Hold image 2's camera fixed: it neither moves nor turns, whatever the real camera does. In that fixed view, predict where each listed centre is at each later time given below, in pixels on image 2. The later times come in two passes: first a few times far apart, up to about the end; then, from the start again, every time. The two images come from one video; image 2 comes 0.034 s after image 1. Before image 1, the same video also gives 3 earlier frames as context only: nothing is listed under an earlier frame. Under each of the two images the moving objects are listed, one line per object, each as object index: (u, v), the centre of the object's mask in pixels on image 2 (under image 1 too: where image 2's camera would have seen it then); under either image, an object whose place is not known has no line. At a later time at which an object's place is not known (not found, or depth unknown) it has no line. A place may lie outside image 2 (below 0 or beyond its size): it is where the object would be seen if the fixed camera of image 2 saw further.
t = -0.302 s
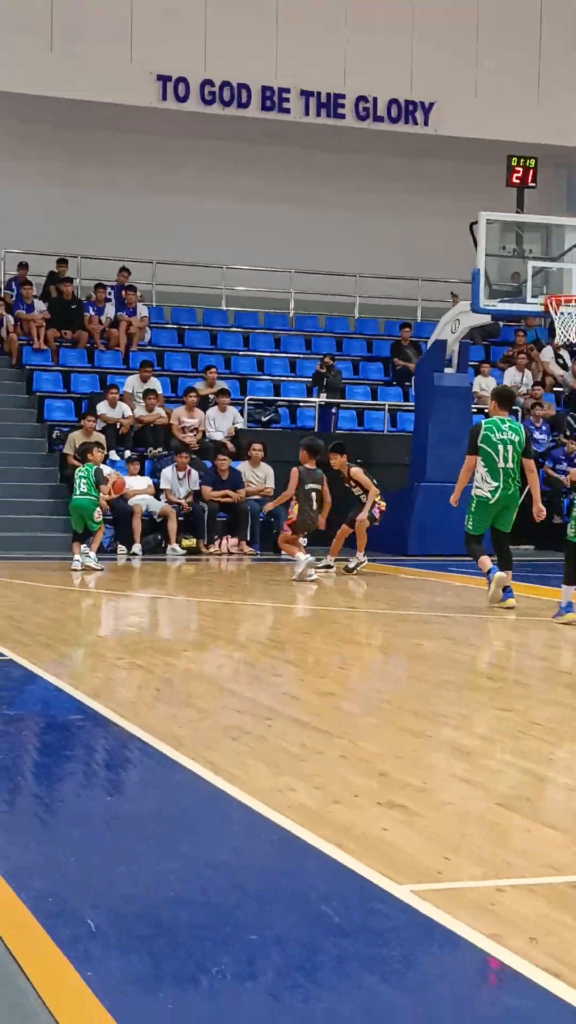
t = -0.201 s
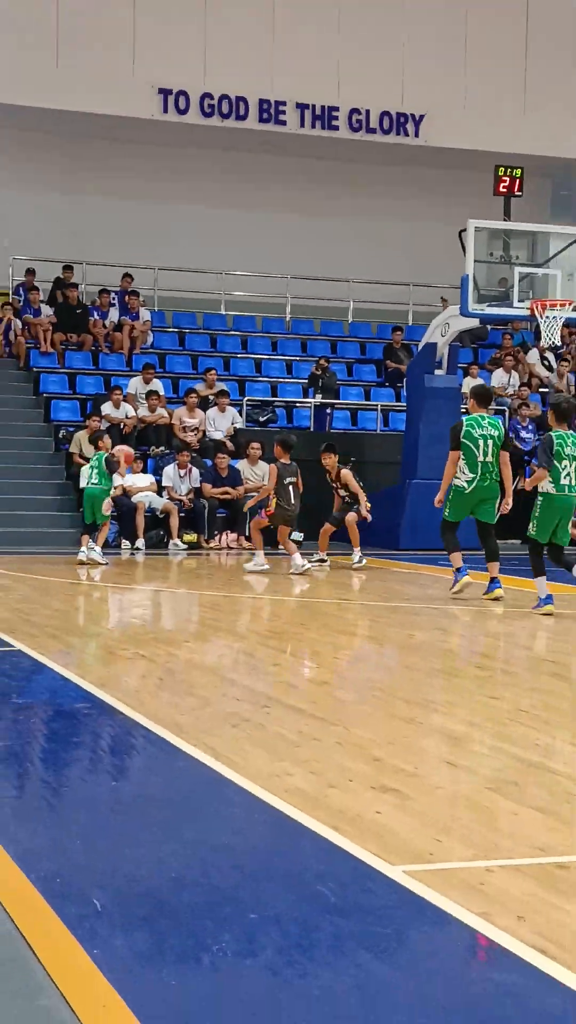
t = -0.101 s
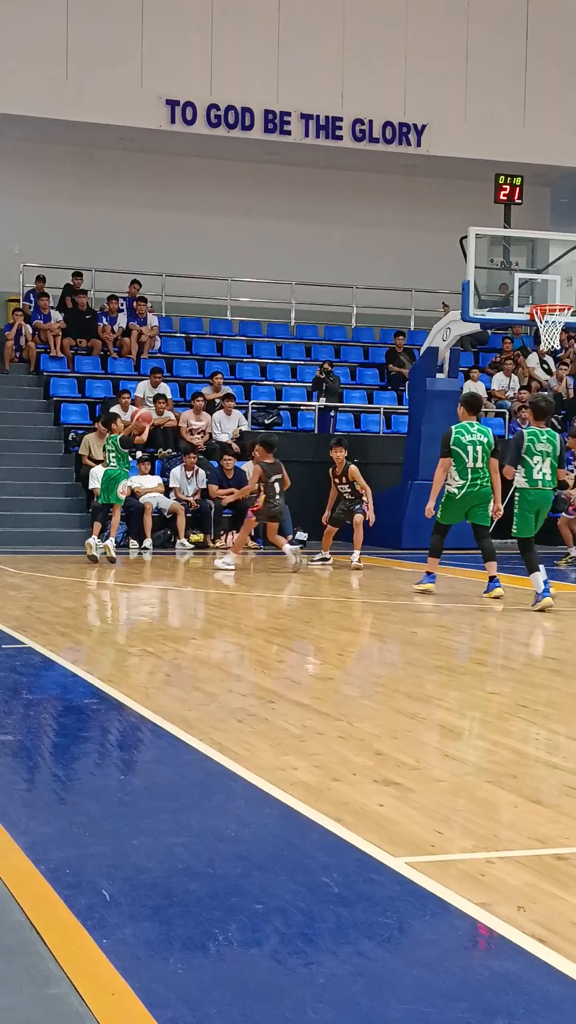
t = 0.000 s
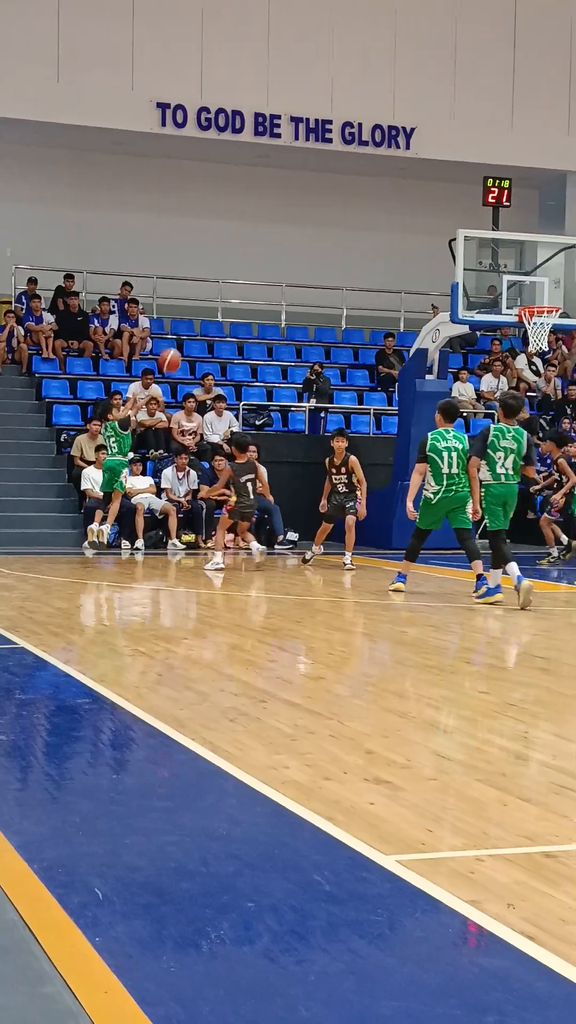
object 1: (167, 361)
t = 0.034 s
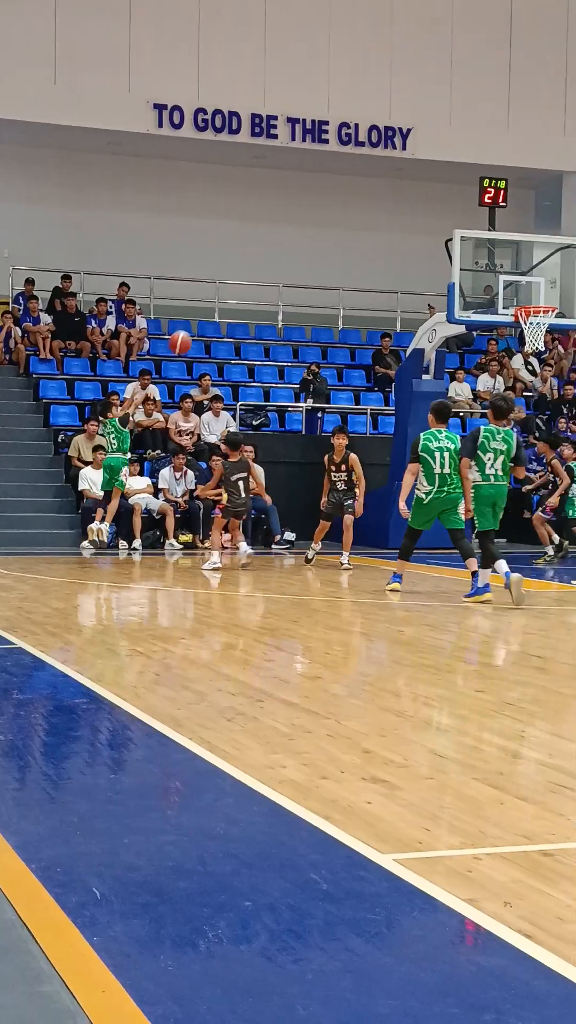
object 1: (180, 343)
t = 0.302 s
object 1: (280, 235)
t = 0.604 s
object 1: (383, 193)
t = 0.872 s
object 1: (467, 221)
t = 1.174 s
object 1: (539, 294)
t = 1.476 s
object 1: (504, 254)
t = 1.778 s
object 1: (465, 288)
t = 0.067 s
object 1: (192, 325)
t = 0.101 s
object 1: (205, 309)
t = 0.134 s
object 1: (219, 295)
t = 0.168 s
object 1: (230, 280)
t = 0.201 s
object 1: (243, 268)
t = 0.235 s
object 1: (255, 255)
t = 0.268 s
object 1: (267, 244)
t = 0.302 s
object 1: (280, 235)
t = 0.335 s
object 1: (292, 226)
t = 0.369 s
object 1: (303, 219)
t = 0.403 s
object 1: (315, 213)
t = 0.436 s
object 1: (326, 207)
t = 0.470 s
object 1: (337, 202)
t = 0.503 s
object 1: (349, 199)
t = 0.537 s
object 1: (360, 196)
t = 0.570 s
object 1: (372, 194)
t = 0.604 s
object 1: (383, 193)
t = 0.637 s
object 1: (394, 194)
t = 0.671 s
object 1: (406, 195)
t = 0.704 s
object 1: (417, 197)
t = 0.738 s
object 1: (426, 200)
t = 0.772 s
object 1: (437, 203)
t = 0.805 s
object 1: (447, 209)
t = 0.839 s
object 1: (457, 215)
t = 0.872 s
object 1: (467, 221)
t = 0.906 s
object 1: (478, 229)
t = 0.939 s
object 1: (488, 237)
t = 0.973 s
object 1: (498, 247)
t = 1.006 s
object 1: (507, 257)
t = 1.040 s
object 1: (517, 268)
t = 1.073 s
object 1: (526, 279)
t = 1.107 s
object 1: (535, 291)
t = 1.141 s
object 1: (542, 300)
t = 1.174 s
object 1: (539, 294)
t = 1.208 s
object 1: (535, 286)
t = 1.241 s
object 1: (531, 278)
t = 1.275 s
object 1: (527, 273)
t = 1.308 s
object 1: (523, 267)
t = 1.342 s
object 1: (520, 262)
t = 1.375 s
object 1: (516, 259)
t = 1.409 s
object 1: (511, 255)
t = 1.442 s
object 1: (508, 254)
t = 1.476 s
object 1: (504, 254)
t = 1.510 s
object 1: (499, 254)
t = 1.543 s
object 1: (495, 255)
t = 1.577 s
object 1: (491, 258)
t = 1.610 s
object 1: (486, 261)
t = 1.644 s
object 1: (483, 264)
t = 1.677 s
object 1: (478, 269)
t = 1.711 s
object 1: (474, 274)
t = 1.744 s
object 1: (470, 280)
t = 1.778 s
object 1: (465, 288)
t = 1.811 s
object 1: (461, 297)
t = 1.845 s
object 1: (456, 306)
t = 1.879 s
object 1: (452, 318)
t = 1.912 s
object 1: (447, 331)
